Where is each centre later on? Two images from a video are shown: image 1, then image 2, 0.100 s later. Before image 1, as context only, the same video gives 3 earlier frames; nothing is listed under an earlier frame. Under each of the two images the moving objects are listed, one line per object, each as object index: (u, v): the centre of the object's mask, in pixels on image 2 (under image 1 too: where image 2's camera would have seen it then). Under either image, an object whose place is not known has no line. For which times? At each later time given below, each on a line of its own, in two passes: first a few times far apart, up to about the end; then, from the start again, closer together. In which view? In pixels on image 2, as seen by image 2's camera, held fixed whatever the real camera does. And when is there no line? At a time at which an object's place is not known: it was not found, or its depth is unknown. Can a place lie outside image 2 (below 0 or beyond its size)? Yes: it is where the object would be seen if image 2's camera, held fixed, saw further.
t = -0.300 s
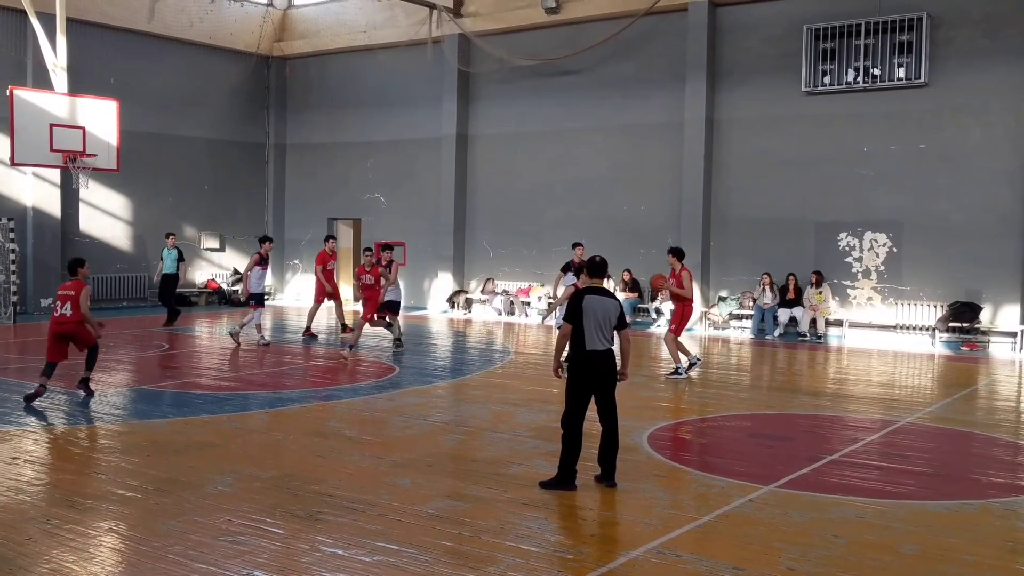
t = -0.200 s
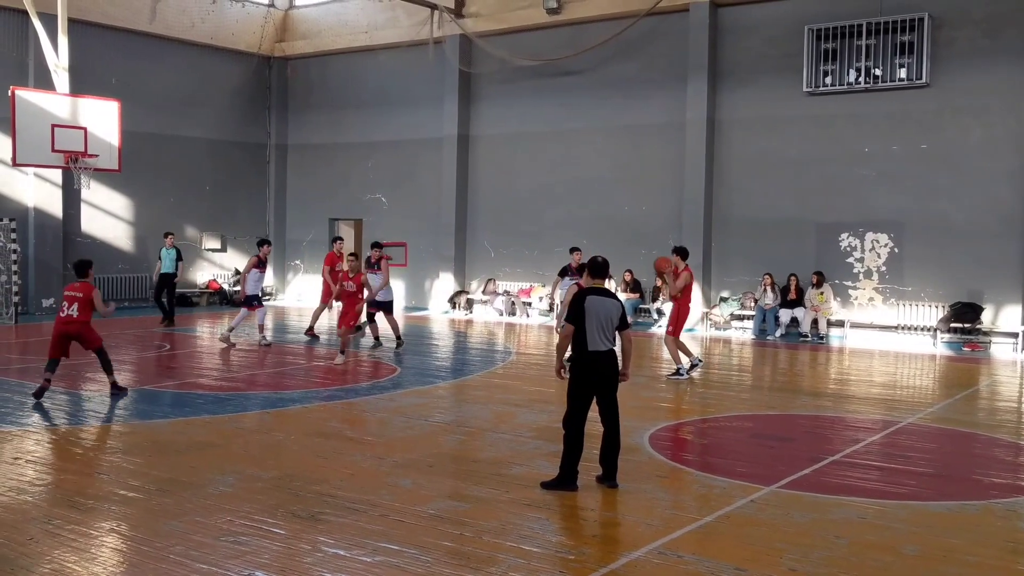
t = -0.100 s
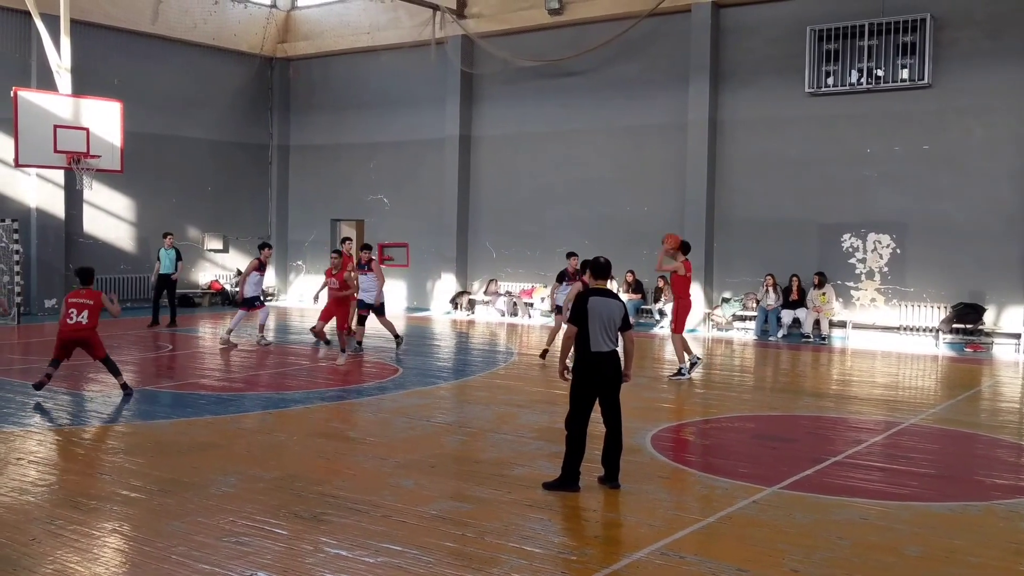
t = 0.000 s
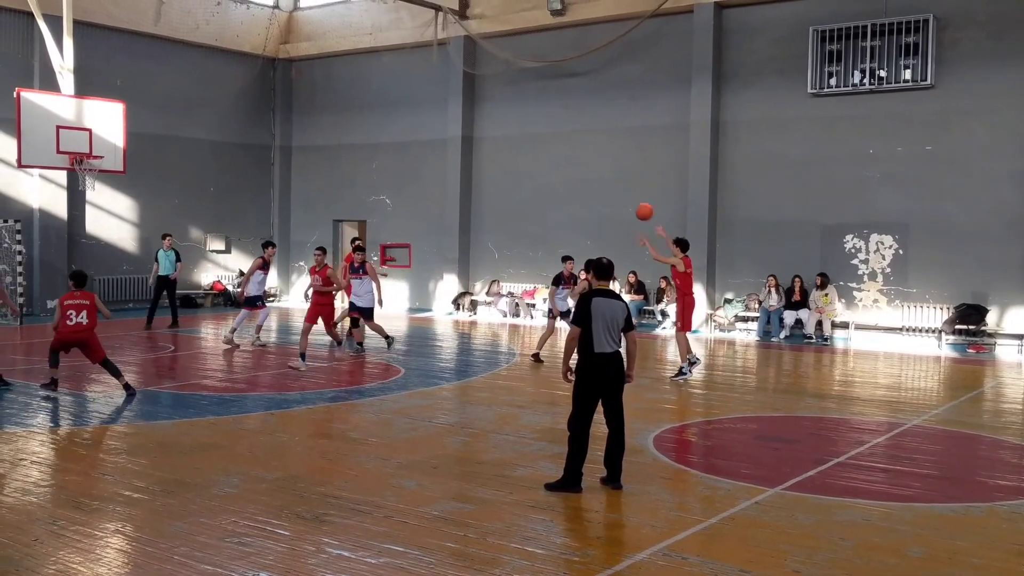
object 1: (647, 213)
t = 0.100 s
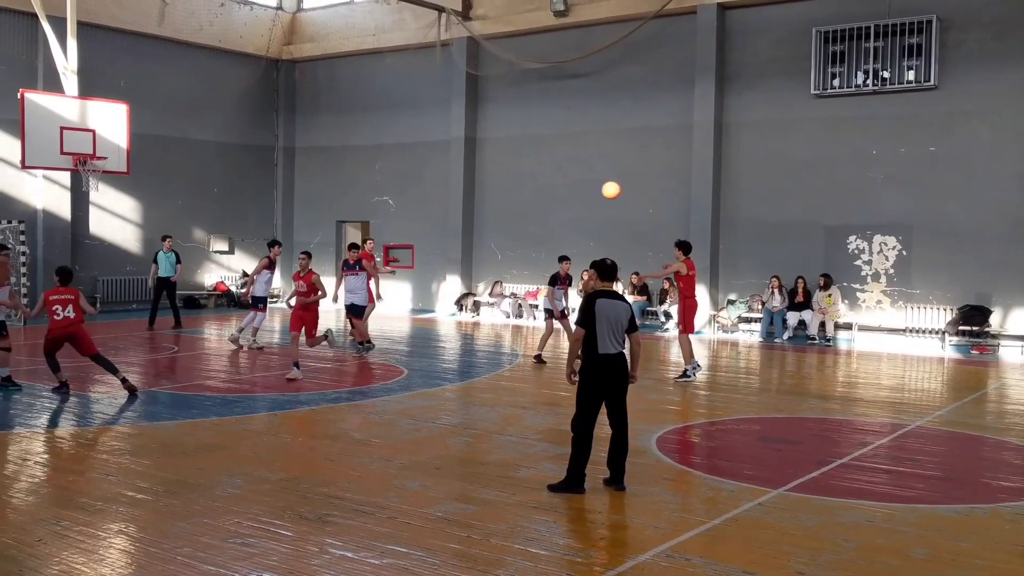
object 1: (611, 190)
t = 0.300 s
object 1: (546, 169)
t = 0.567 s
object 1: (475, 180)
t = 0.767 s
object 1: (430, 213)
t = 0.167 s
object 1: (588, 180)
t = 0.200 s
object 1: (578, 176)
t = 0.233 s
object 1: (566, 173)
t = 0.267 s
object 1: (556, 170)
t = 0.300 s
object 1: (546, 169)
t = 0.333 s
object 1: (536, 168)
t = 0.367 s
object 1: (527, 168)
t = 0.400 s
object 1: (518, 168)
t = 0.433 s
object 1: (509, 169)
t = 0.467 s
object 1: (500, 171)
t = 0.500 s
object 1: (491, 174)
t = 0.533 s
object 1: (483, 177)
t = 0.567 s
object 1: (475, 180)
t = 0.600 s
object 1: (467, 184)
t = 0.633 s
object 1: (459, 189)
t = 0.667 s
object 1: (452, 194)
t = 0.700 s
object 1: (444, 200)
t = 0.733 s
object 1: (437, 206)
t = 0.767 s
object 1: (430, 213)
